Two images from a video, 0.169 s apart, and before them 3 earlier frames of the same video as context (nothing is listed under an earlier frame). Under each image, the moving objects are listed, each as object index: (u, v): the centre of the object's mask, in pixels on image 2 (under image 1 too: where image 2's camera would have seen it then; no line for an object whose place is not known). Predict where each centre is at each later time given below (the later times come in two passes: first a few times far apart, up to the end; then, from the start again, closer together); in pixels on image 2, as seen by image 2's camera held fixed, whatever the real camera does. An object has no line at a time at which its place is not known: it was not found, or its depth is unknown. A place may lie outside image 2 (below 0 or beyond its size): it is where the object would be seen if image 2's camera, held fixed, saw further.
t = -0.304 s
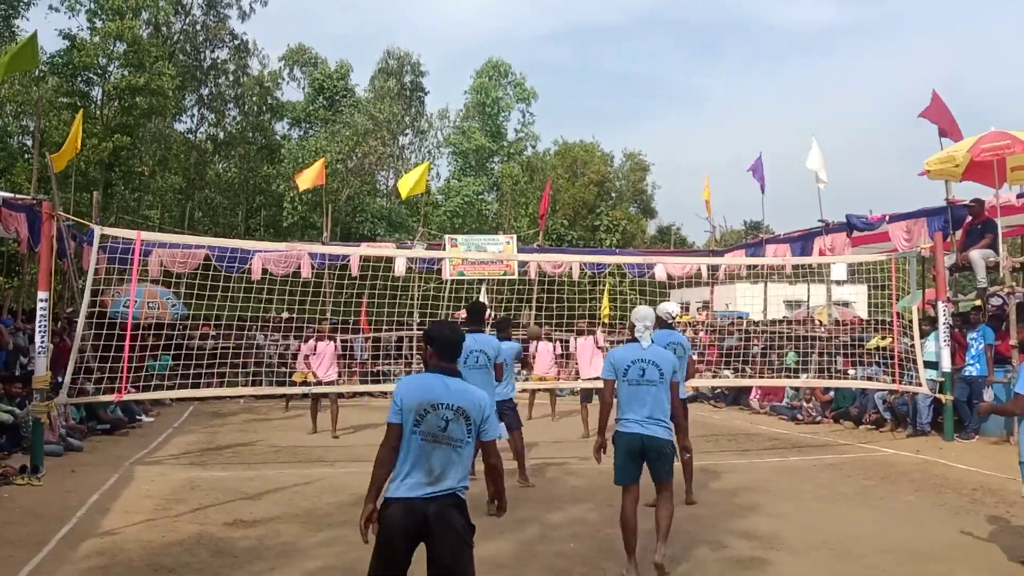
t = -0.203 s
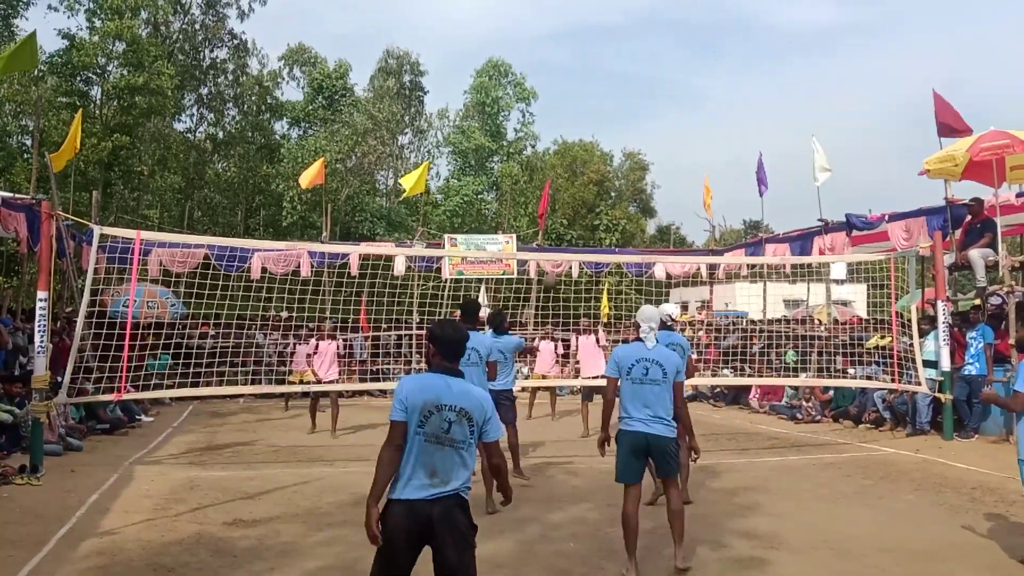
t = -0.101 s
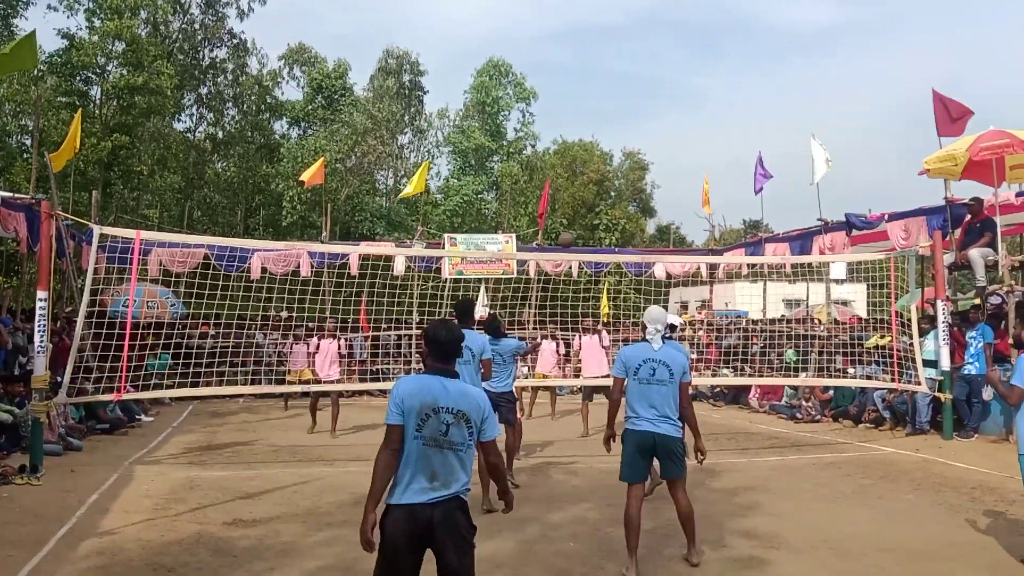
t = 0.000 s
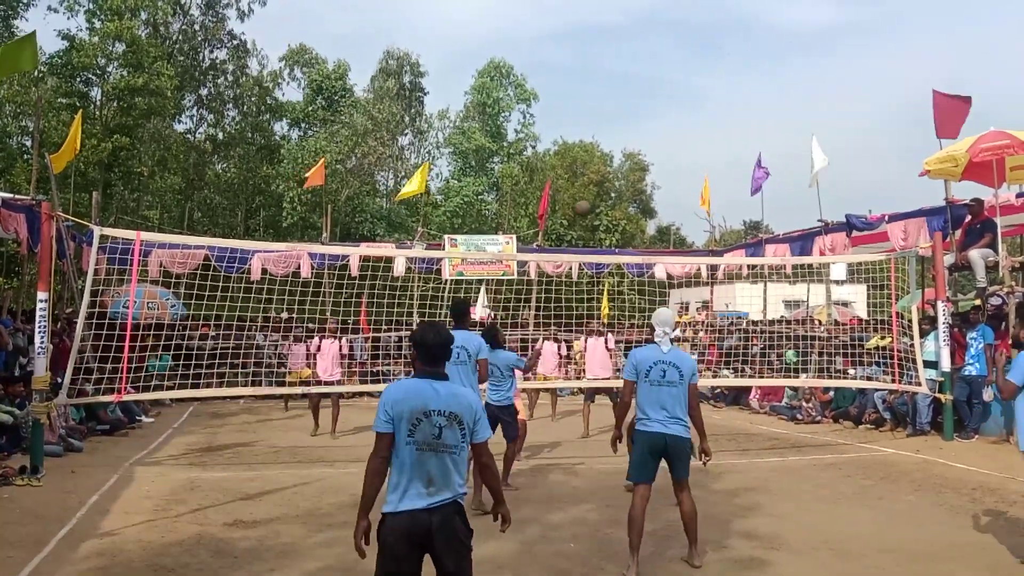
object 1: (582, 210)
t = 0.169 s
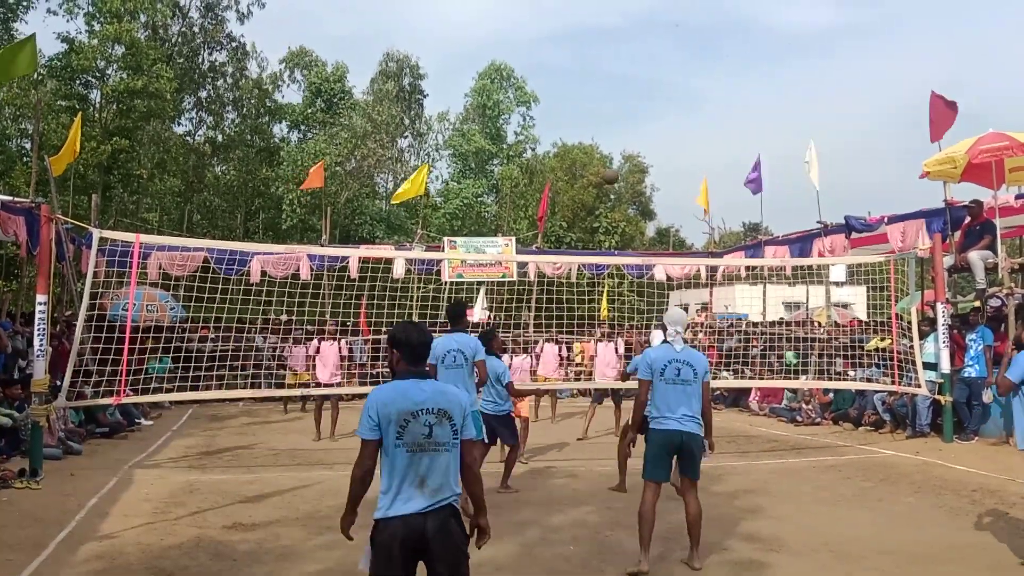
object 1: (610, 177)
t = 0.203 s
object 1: (615, 173)
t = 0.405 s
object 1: (649, 174)
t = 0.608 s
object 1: (683, 213)
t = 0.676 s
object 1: (694, 235)
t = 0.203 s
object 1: (615, 173)
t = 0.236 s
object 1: (622, 170)
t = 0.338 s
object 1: (638, 169)
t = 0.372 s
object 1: (644, 172)
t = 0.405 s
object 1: (649, 174)
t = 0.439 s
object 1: (654, 178)
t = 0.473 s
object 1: (660, 183)
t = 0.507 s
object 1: (665, 189)
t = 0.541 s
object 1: (671, 196)
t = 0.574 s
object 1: (677, 203)
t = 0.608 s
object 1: (683, 213)
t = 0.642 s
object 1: (688, 224)
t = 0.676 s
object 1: (694, 235)
